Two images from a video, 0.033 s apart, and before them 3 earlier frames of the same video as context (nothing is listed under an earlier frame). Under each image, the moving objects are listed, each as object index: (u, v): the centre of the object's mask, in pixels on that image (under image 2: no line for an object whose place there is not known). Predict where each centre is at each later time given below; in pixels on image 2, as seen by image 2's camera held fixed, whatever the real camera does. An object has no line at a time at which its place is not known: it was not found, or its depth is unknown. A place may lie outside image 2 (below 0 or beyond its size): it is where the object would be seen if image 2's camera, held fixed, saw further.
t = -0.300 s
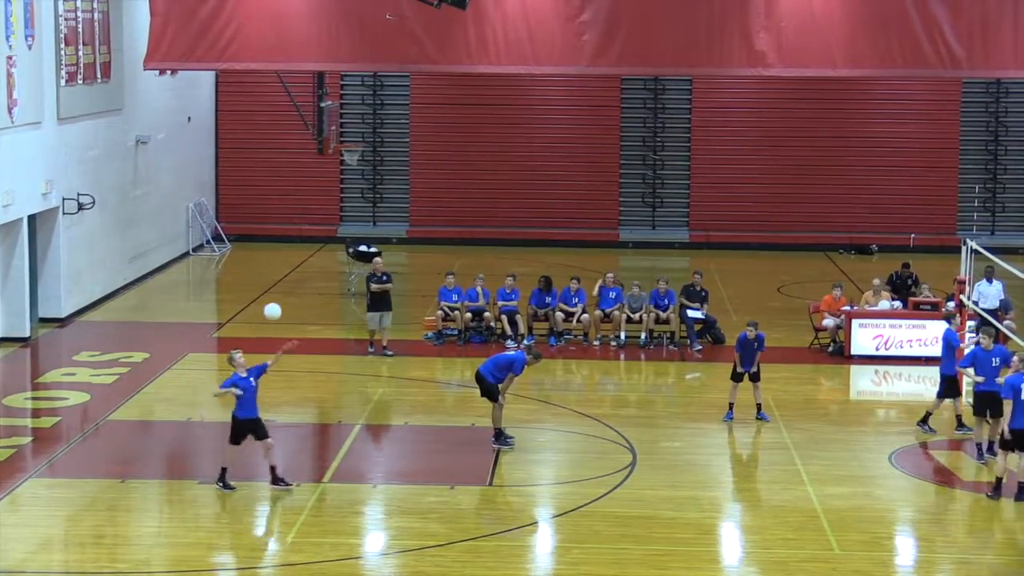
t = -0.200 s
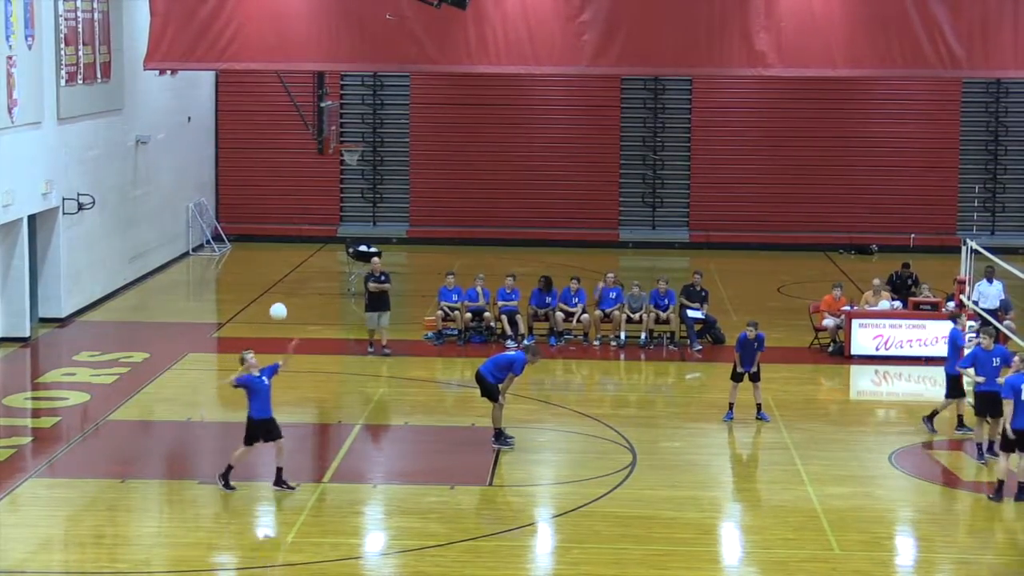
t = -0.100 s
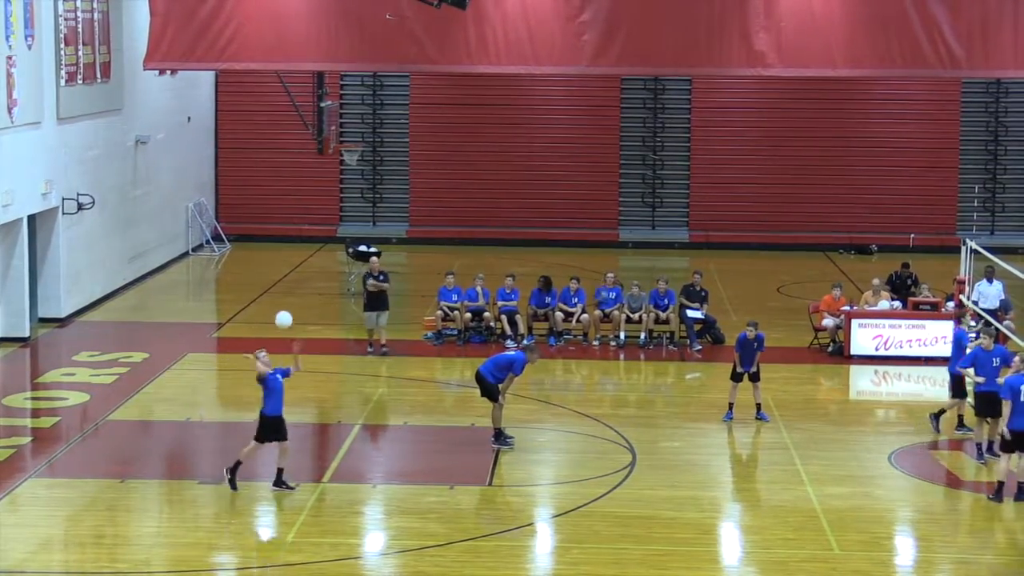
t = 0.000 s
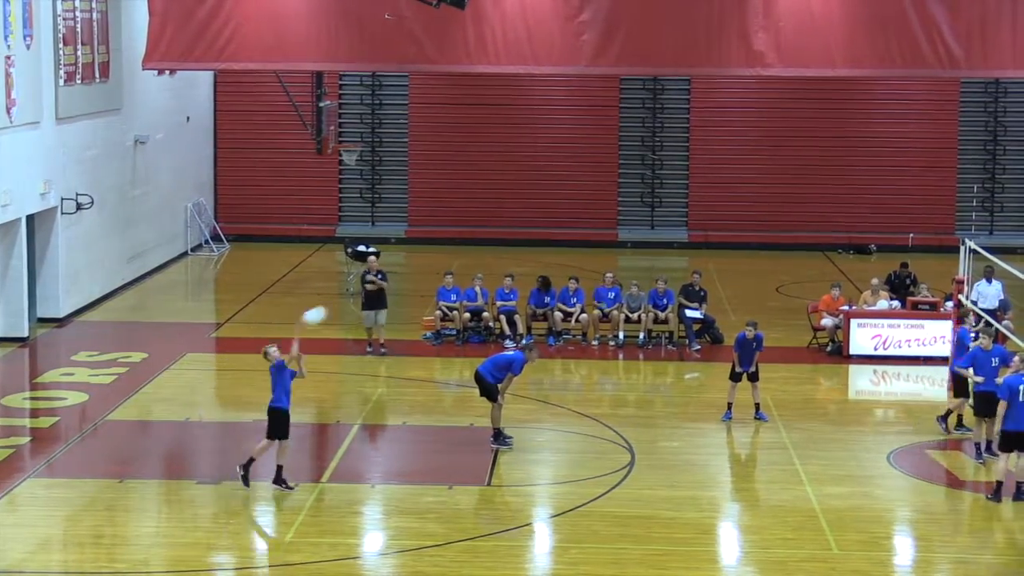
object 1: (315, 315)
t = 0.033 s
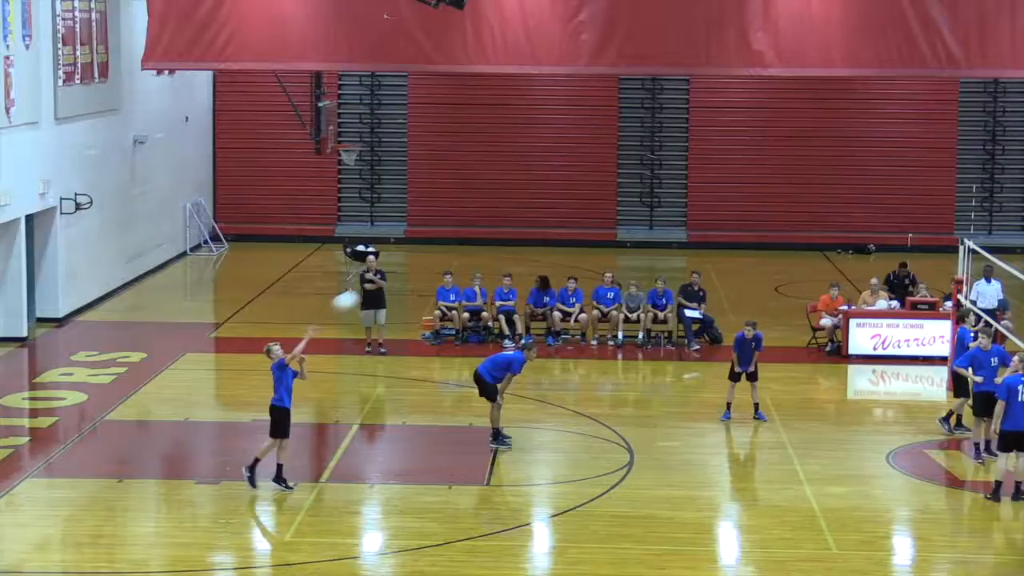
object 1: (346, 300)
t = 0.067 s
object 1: (376, 286)
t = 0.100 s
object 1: (406, 272)
